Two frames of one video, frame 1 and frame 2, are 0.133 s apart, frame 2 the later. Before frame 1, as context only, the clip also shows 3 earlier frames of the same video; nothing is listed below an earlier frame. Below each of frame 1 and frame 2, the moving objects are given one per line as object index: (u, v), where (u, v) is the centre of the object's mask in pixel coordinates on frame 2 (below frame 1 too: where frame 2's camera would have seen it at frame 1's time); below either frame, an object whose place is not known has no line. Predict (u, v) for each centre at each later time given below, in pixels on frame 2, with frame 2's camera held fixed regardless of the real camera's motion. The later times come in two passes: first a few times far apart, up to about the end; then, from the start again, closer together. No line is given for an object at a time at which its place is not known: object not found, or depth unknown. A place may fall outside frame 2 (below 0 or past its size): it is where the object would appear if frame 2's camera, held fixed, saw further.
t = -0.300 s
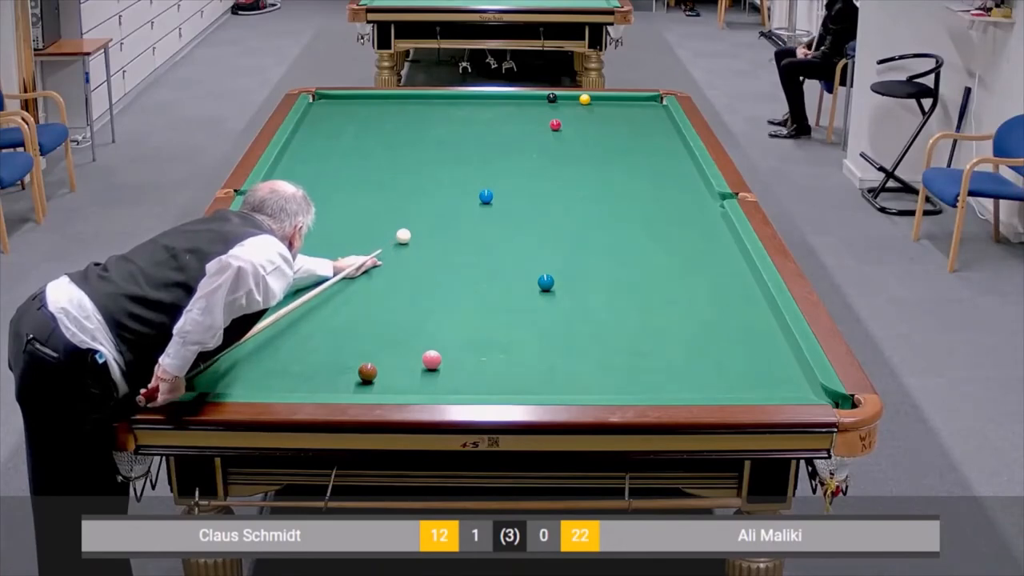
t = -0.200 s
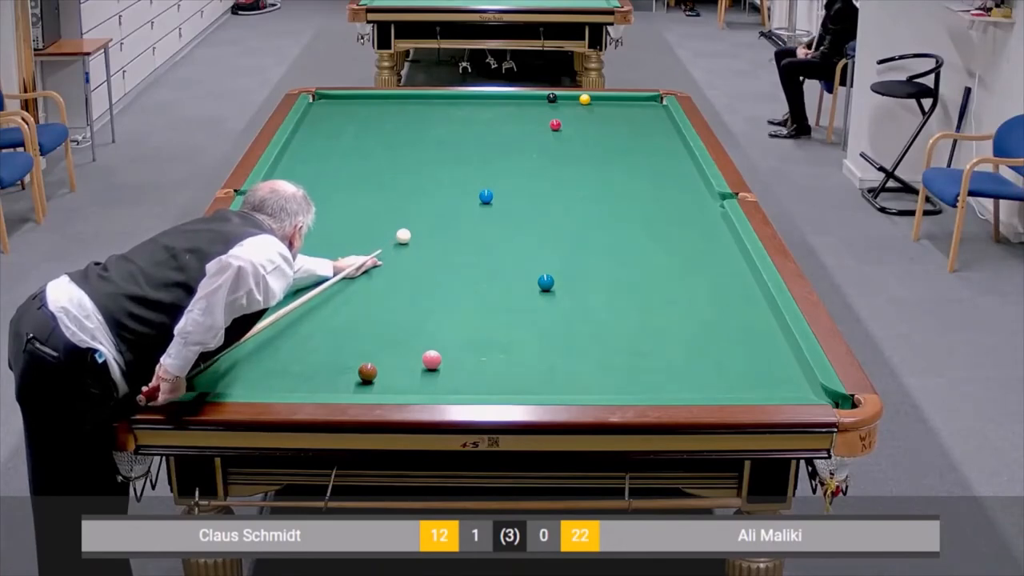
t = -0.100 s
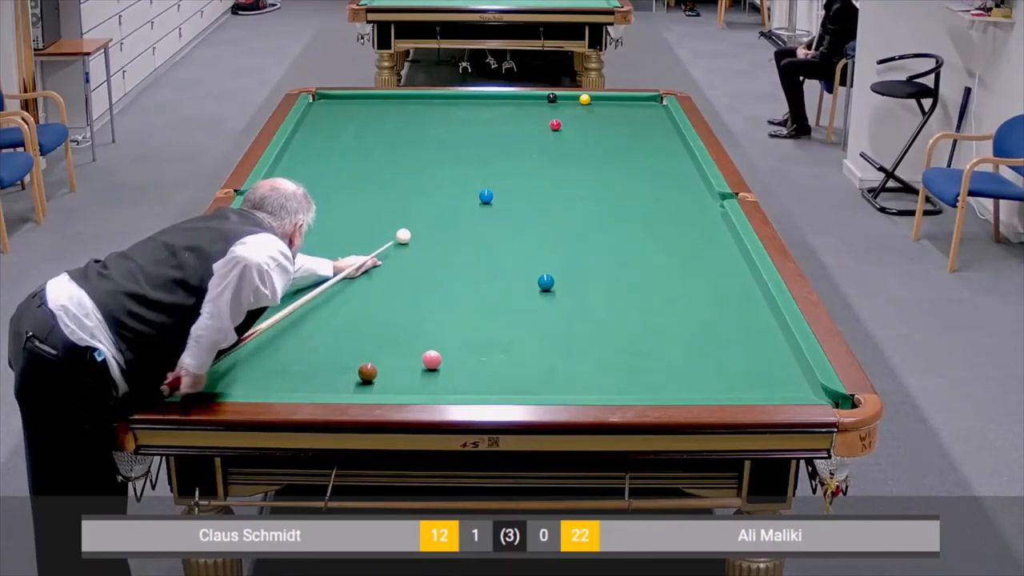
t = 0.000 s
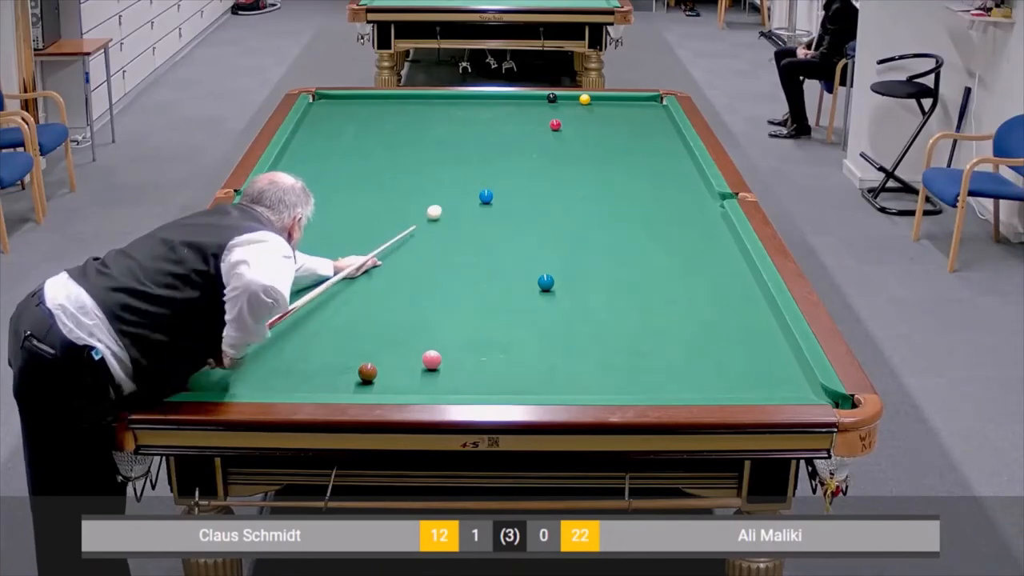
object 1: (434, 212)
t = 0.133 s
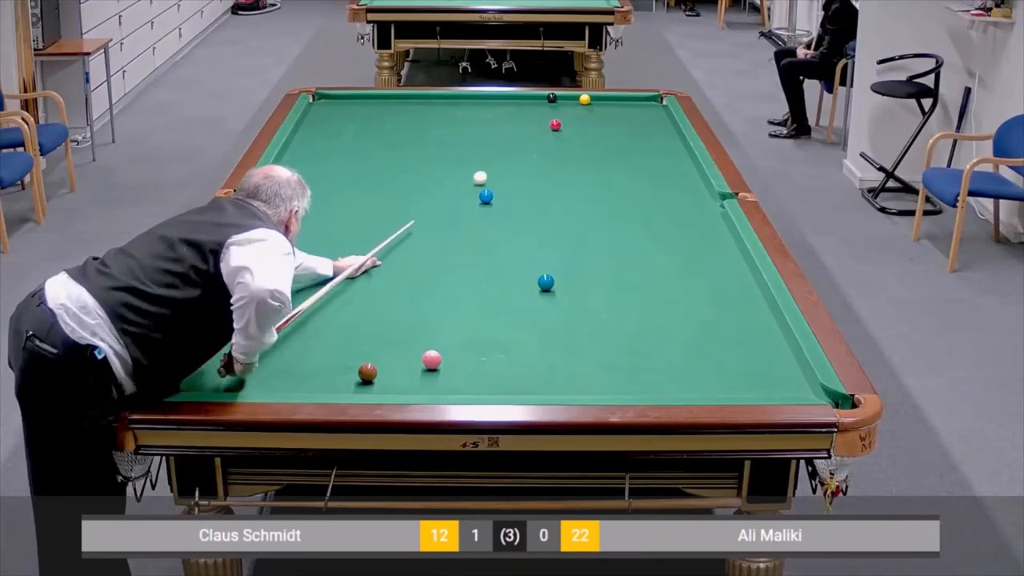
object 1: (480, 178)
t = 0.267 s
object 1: (516, 150)
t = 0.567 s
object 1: (524, 119)
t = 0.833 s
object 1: (500, 104)
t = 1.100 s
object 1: (485, 102)
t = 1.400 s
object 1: (469, 112)
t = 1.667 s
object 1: (454, 122)
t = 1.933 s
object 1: (439, 131)
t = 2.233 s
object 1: (422, 143)
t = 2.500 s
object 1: (407, 152)
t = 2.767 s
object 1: (392, 163)
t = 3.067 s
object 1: (375, 174)
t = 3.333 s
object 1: (359, 184)
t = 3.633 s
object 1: (342, 196)
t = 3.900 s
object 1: (326, 207)
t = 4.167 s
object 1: (310, 217)
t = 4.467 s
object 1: (293, 228)
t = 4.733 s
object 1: (278, 239)
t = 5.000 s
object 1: (264, 249)
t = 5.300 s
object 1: (248, 260)
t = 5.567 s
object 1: (235, 269)
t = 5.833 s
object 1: (222, 278)
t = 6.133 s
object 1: (208, 288)
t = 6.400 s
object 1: (207, 295)
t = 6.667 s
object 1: (207, 302)
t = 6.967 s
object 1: (207, 309)
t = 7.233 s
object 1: (207, 315)
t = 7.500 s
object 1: (206, 320)
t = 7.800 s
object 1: (206, 324)
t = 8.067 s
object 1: (206, 328)
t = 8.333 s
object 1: (206, 331)
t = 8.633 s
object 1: (206, 333)
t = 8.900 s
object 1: (206, 334)
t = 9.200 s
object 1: (207, 334)
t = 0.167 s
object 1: (490, 170)
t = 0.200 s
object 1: (499, 163)
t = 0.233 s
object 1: (508, 156)
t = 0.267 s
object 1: (516, 150)
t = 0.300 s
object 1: (524, 144)
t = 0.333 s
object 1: (532, 139)
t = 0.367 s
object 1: (539, 133)
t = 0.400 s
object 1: (546, 128)
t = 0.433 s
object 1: (544, 126)
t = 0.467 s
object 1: (538, 124)
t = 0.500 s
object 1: (533, 123)
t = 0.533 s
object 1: (528, 121)
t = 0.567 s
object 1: (524, 119)
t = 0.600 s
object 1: (520, 118)
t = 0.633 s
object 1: (516, 116)
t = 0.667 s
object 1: (513, 114)
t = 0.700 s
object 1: (510, 112)
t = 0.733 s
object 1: (507, 110)
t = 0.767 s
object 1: (504, 108)
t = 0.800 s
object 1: (502, 106)
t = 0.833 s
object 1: (500, 104)
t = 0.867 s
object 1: (498, 102)
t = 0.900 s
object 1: (496, 100)
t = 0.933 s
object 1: (494, 98)
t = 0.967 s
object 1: (492, 96)
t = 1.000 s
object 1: (490, 97)
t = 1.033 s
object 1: (489, 99)
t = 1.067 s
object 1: (487, 100)
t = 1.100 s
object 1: (485, 102)
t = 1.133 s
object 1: (483, 103)
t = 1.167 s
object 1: (481, 104)
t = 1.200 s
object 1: (480, 105)
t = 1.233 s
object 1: (478, 107)
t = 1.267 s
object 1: (476, 108)
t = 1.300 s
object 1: (474, 109)
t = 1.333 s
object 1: (472, 110)
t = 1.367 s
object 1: (471, 111)
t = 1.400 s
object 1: (469, 112)
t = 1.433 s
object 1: (467, 114)
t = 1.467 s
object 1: (465, 115)
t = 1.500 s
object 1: (463, 116)
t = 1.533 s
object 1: (462, 117)
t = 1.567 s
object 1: (460, 118)
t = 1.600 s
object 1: (458, 120)
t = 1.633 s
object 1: (456, 121)
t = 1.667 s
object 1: (454, 122)
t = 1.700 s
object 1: (453, 123)
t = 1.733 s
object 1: (450, 124)
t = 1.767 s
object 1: (449, 125)
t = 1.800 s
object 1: (447, 127)
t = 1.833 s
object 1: (445, 128)
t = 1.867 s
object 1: (443, 129)
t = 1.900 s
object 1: (441, 130)
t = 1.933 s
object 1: (439, 131)
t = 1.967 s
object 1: (438, 133)
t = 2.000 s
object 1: (436, 134)
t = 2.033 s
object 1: (434, 135)
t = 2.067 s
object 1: (432, 136)
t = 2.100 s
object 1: (430, 138)
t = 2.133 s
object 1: (428, 139)
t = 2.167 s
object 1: (426, 140)
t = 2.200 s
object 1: (424, 141)
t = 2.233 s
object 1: (422, 143)
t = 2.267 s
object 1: (420, 144)
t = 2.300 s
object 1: (419, 145)
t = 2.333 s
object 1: (417, 146)
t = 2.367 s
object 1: (415, 147)
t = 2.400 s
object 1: (413, 149)
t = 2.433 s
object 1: (411, 150)
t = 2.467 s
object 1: (409, 151)
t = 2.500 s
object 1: (407, 152)
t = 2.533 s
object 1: (405, 154)
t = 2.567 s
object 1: (403, 155)
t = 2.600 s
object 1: (402, 156)
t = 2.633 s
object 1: (400, 157)
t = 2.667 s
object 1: (398, 159)
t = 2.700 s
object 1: (396, 160)
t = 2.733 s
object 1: (394, 161)
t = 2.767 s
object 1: (392, 163)
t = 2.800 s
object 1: (390, 164)
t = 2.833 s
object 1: (388, 165)
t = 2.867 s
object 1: (386, 167)
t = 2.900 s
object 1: (384, 168)
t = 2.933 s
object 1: (382, 169)
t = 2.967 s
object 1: (381, 170)
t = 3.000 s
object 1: (378, 172)
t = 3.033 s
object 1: (377, 173)
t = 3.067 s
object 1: (375, 174)
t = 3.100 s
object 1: (373, 175)
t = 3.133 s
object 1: (371, 176)
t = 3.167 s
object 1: (369, 178)
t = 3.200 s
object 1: (367, 179)
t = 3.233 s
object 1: (365, 181)
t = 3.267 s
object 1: (363, 182)
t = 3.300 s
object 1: (361, 183)
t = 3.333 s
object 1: (359, 184)
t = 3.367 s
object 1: (357, 186)
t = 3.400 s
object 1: (355, 187)
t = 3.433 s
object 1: (353, 188)
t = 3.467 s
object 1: (351, 190)
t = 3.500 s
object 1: (350, 191)
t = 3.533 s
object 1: (348, 192)
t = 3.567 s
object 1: (346, 193)
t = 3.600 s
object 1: (344, 195)
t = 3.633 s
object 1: (342, 196)
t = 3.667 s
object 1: (340, 197)
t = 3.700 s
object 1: (338, 198)
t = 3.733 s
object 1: (336, 200)
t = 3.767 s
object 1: (334, 201)
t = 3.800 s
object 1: (332, 203)
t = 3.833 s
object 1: (330, 204)
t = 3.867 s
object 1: (328, 205)
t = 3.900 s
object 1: (326, 207)
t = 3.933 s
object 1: (324, 208)
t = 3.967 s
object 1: (322, 209)
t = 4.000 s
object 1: (321, 210)
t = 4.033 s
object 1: (318, 212)
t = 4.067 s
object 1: (316, 213)
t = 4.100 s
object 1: (315, 214)
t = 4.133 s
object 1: (312, 216)
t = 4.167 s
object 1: (310, 217)
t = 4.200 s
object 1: (308, 218)
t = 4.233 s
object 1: (307, 219)
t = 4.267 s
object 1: (305, 220)
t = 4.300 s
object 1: (302, 222)
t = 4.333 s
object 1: (301, 223)
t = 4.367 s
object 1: (299, 225)
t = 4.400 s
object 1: (297, 226)
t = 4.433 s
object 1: (295, 227)
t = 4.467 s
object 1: (293, 228)
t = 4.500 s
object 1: (291, 230)
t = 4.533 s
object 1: (290, 231)
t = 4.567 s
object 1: (287, 232)
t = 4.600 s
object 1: (286, 234)
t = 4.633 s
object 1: (284, 235)
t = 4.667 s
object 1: (282, 236)
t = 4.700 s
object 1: (280, 237)
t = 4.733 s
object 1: (278, 239)
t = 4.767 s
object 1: (276, 240)
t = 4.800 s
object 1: (275, 241)
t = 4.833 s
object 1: (273, 242)
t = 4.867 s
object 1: (271, 244)
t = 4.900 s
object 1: (269, 245)
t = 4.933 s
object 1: (267, 246)
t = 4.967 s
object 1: (265, 247)
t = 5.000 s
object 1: (264, 249)
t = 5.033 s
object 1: (262, 250)
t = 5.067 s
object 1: (260, 251)
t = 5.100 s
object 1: (259, 252)
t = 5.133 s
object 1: (256, 254)
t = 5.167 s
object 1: (255, 255)
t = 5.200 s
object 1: (253, 256)
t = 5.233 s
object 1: (251, 257)
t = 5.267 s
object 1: (250, 258)
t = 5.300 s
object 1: (248, 260)
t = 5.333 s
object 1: (246, 261)
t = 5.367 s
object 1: (245, 262)
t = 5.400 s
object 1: (243, 263)
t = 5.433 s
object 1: (241, 264)
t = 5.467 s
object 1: (239, 266)
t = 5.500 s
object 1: (238, 267)
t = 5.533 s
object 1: (236, 268)
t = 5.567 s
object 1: (235, 269)
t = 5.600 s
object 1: (233, 270)
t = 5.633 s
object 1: (231, 271)
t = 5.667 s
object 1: (230, 272)
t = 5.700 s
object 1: (228, 274)
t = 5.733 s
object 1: (227, 275)
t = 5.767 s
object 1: (225, 276)
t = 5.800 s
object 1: (223, 277)
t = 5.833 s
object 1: (222, 278)
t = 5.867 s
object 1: (220, 279)
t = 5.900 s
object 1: (219, 280)
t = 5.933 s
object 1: (217, 281)
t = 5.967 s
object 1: (215, 282)
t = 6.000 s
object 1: (214, 284)
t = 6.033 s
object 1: (212, 285)
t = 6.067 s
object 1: (211, 286)
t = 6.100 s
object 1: (209, 287)
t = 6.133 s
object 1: (208, 288)
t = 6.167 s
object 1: (207, 289)
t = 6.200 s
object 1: (207, 290)
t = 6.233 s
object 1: (207, 291)
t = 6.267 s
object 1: (207, 292)
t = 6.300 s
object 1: (207, 293)
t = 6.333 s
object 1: (207, 293)
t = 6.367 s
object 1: (207, 295)
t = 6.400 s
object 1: (207, 295)
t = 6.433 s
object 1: (207, 296)
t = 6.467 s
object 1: (207, 297)
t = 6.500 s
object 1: (207, 298)
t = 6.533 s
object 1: (207, 299)
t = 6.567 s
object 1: (207, 300)
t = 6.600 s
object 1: (207, 300)
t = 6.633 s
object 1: (207, 301)
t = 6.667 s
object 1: (207, 302)
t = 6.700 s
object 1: (207, 303)
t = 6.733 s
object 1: (207, 303)
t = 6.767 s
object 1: (207, 304)
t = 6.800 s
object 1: (207, 305)
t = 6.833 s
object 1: (207, 306)
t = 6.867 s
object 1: (207, 307)
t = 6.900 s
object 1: (207, 308)
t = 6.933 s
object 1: (207, 308)
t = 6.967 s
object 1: (207, 309)
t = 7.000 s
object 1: (207, 310)
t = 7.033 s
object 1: (207, 311)
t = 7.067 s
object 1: (207, 311)
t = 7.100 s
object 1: (207, 312)
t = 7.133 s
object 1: (207, 313)
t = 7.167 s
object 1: (207, 314)
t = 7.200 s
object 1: (207, 314)
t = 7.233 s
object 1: (207, 315)
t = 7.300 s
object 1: (207, 316)
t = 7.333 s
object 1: (207, 317)
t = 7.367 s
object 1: (207, 317)
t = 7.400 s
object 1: (207, 318)
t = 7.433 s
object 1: (207, 319)
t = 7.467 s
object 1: (207, 319)
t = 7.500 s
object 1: (206, 320)
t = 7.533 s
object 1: (206, 320)
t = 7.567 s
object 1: (206, 321)
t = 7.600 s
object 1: (206, 321)
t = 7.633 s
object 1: (206, 322)
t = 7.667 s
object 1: (206, 322)
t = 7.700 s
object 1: (206, 323)
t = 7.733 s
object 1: (206, 323)
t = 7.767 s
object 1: (206, 324)
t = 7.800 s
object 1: (206, 324)
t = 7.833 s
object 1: (206, 325)
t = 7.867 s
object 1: (206, 326)
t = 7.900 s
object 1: (206, 326)
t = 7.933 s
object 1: (206, 326)
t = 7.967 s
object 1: (206, 327)
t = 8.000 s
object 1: (206, 327)
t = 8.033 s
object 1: (206, 328)
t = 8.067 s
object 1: (206, 328)
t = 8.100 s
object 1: (206, 328)
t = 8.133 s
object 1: (206, 329)
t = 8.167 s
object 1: (206, 329)
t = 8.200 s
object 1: (206, 329)
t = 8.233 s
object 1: (206, 330)
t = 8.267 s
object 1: (206, 330)
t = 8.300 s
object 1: (206, 330)
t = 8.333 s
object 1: (206, 331)
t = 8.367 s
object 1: (206, 331)
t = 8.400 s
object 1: (205, 331)
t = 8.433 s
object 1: (206, 331)
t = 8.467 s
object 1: (206, 332)
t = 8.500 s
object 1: (206, 332)
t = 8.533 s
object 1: (206, 332)
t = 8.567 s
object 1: (206, 332)
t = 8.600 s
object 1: (206, 332)
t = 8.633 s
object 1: (206, 333)
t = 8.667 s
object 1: (206, 333)
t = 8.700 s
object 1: (206, 333)
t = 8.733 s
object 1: (206, 333)
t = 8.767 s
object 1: (206, 333)
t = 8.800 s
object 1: (206, 334)
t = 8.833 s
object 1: (206, 334)
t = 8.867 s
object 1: (206, 334)
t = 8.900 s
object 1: (206, 334)
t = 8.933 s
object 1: (206, 334)
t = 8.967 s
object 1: (207, 334)
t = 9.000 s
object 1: (207, 334)
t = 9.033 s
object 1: (207, 334)
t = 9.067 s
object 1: (207, 334)
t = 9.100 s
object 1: (207, 334)
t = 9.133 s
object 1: (207, 334)
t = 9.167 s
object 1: (207, 334)
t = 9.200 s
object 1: (207, 334)
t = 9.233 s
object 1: (207, 334)
